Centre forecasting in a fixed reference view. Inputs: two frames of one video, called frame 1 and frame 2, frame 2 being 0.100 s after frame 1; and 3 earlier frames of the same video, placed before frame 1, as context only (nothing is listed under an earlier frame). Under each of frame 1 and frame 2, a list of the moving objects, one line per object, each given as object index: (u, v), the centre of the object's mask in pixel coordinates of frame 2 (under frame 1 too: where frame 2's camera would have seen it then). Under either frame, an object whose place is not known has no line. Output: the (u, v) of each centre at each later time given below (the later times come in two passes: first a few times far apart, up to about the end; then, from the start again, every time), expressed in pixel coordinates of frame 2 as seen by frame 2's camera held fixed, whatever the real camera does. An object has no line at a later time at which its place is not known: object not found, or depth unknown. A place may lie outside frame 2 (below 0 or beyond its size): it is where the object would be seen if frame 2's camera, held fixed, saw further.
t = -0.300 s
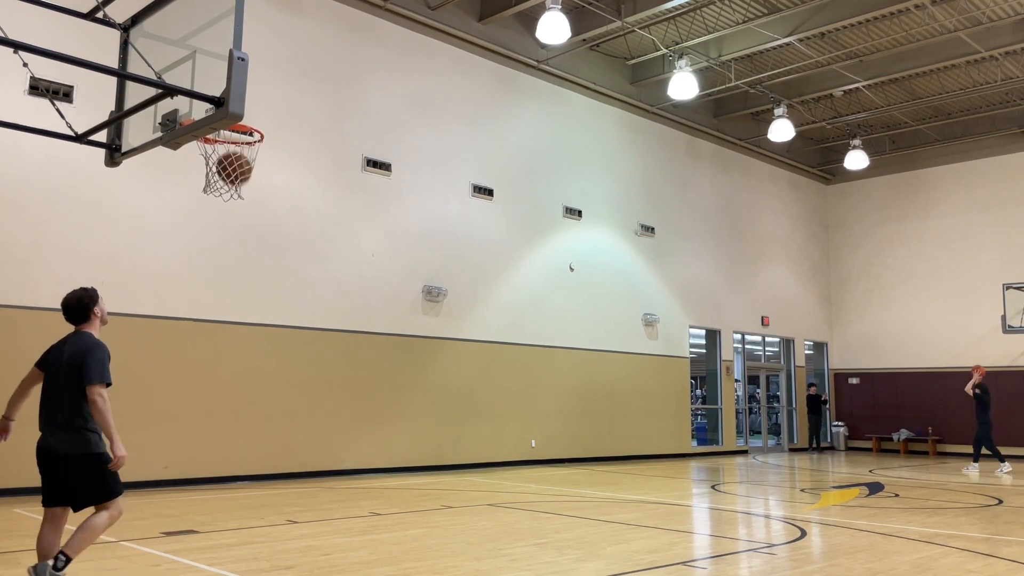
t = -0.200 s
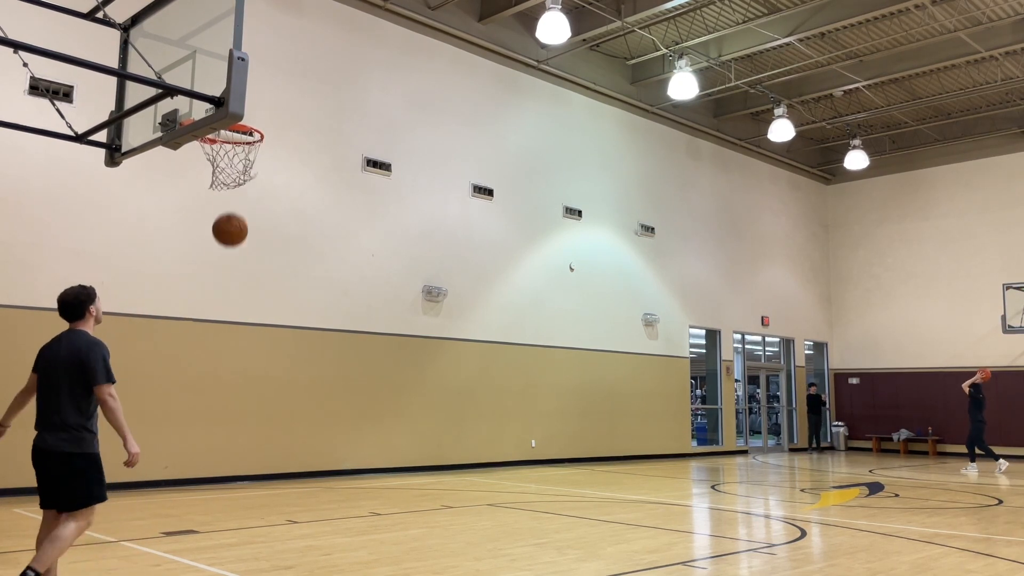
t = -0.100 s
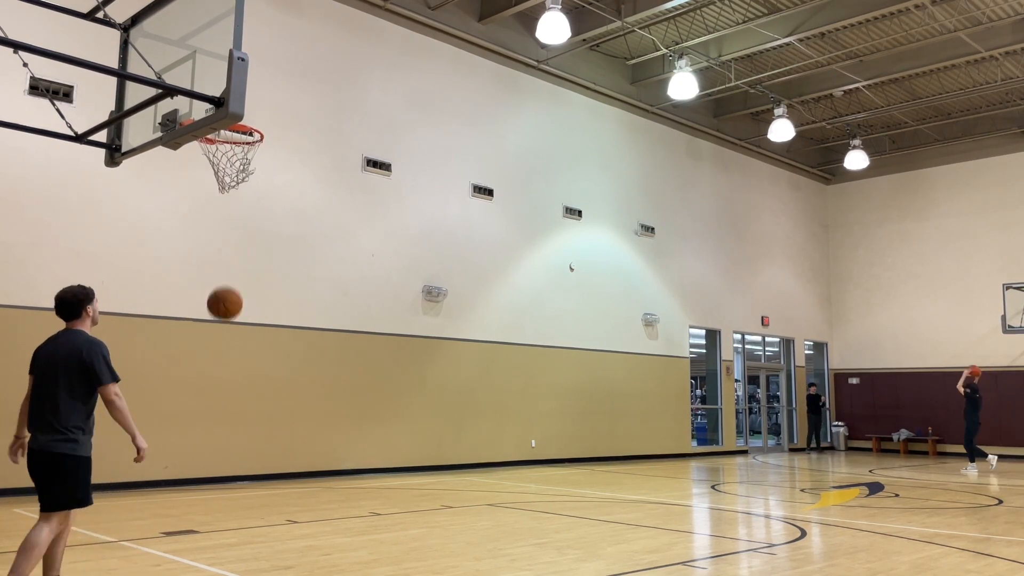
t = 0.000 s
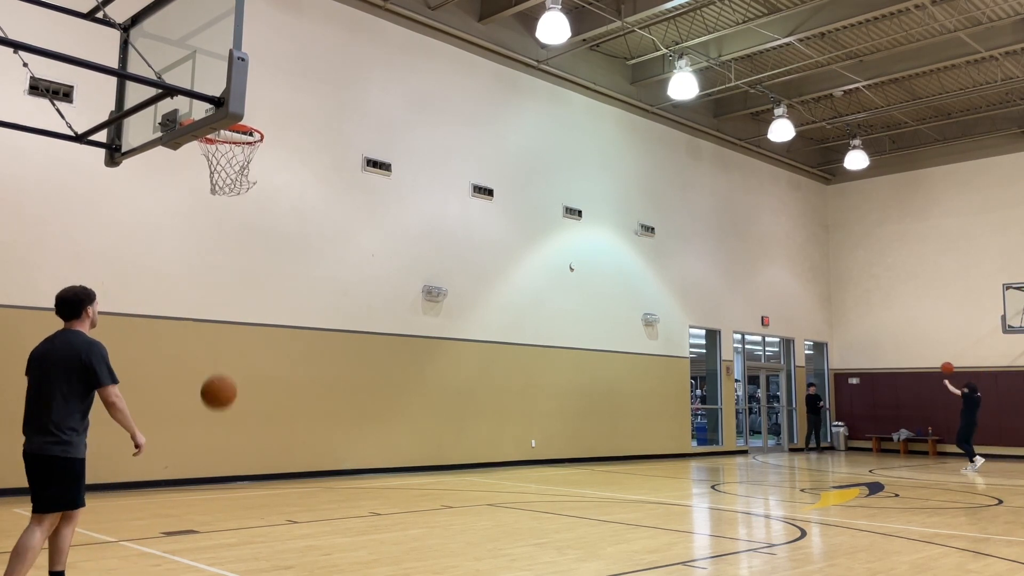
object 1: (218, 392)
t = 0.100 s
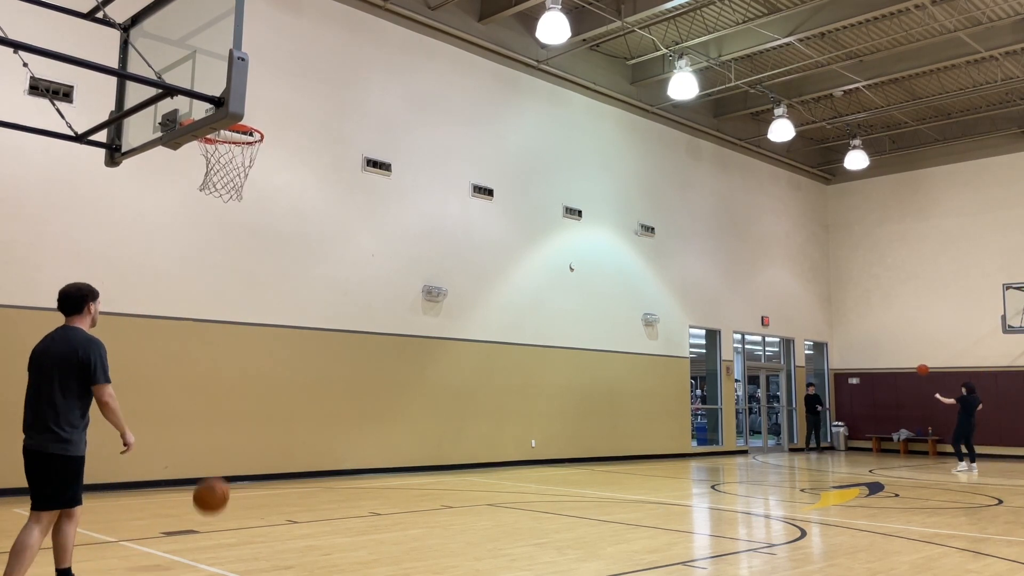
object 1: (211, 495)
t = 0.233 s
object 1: (210, 493)
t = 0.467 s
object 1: (217, 371)
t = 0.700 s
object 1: (219, 327)
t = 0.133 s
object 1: (208, 534)
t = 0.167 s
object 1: (207, 544)
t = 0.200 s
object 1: (209, 518)
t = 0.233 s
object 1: (210, 493)
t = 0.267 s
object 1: (212, 471)
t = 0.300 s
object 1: (213, 450)
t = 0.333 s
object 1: (214, 430)
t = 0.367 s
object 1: (215, 413)
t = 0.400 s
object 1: (216, 398)
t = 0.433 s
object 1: (216, 384)
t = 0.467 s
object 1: (217, 371)
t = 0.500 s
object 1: (218, 360)
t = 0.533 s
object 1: (218, 351)
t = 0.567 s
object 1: (218, 343)
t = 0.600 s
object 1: (218, 337)
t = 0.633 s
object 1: (218, 332)
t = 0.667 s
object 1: (219, 329)
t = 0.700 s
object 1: (219, 327)
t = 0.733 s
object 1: (218, 327)
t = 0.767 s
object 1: (218, 328)
